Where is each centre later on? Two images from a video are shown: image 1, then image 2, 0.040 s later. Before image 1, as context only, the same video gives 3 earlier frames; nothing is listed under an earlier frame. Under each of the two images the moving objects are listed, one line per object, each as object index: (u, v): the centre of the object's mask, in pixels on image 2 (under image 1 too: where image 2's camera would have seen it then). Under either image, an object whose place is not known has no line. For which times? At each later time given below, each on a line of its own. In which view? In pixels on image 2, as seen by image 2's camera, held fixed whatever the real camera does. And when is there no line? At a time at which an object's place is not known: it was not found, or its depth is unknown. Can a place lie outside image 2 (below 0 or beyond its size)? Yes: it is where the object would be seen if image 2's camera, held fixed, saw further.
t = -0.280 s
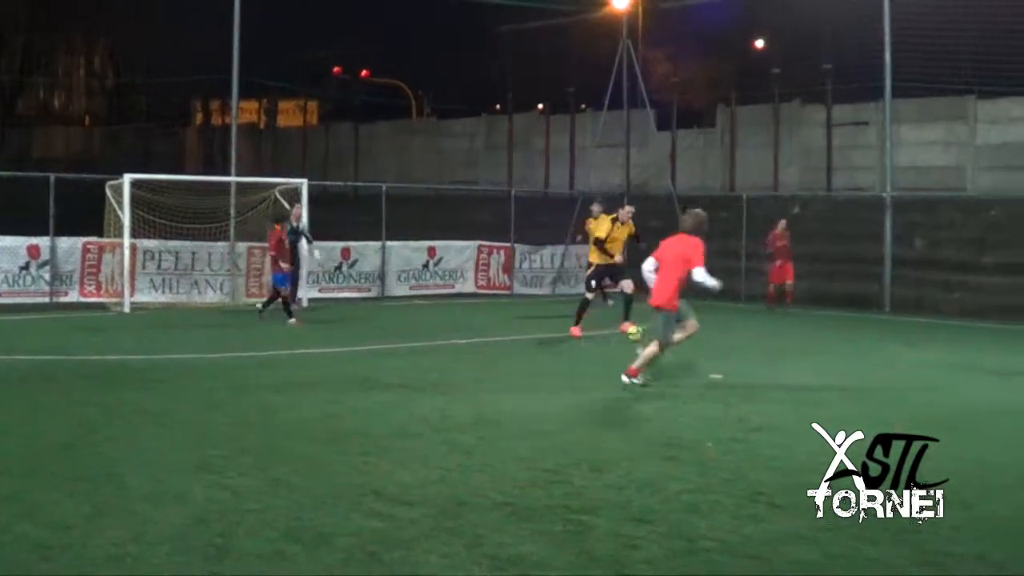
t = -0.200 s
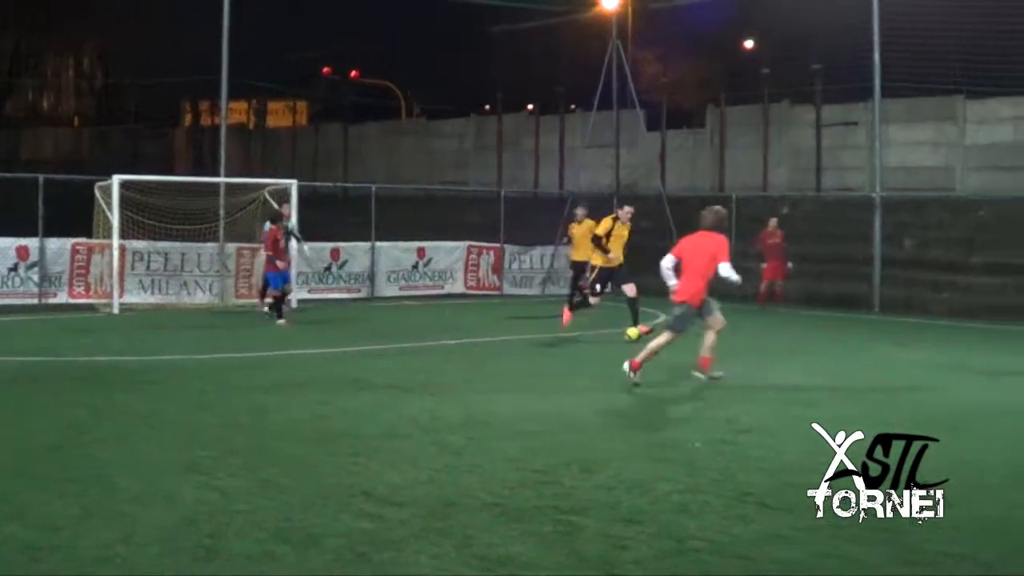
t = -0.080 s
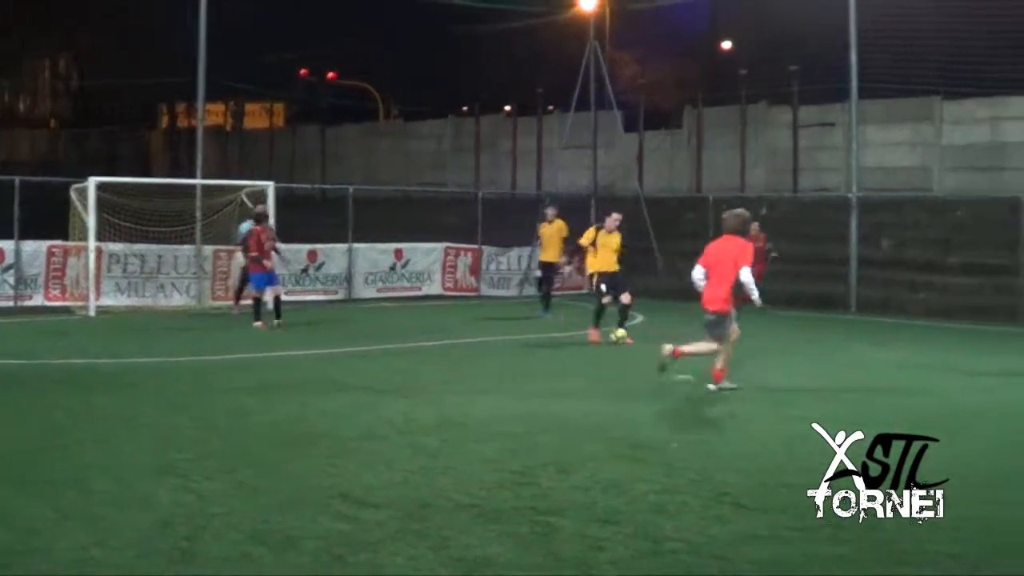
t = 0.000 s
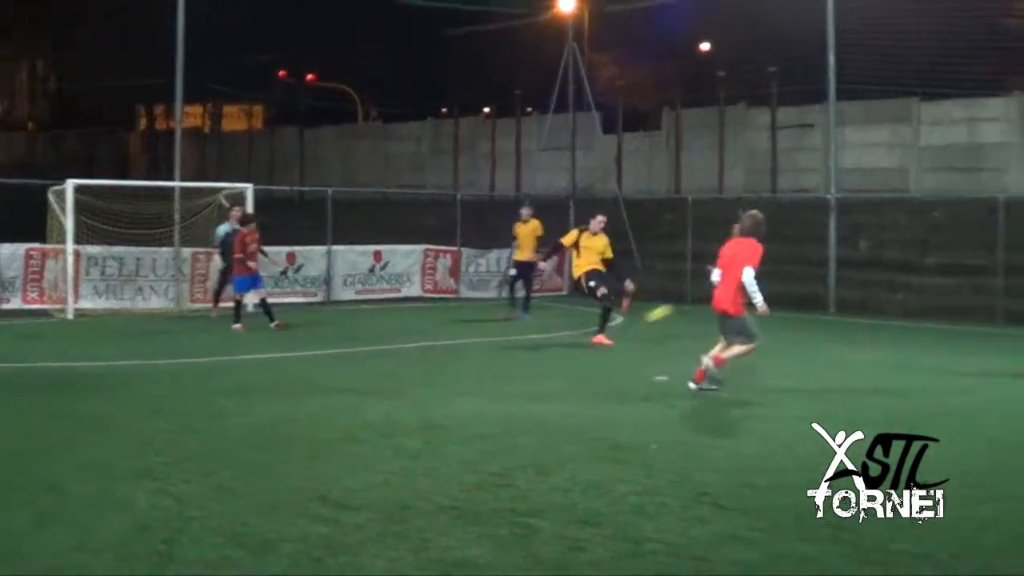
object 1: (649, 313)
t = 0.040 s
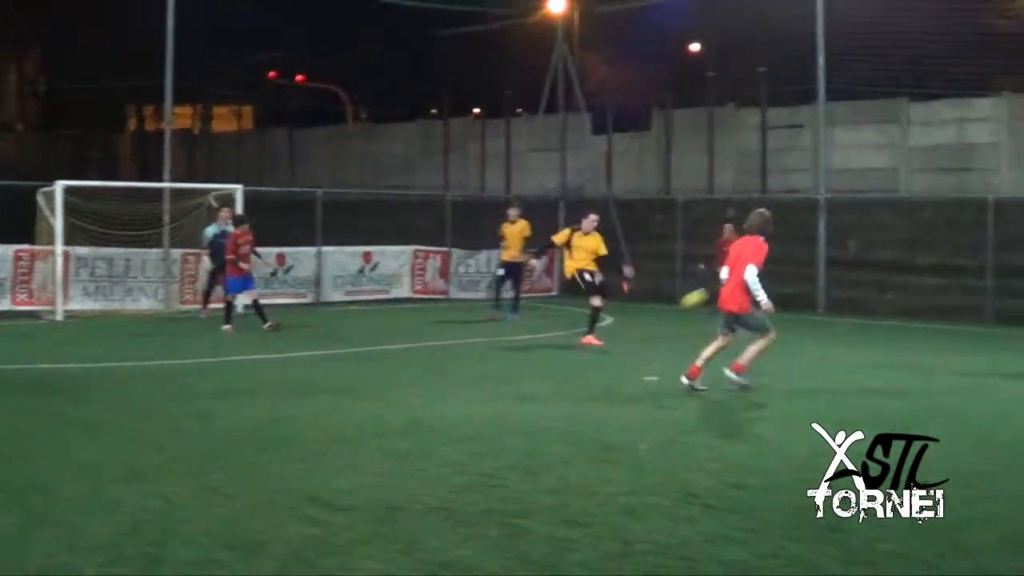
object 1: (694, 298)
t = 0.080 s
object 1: (734, 284)
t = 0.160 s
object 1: (838, 254)
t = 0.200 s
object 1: (890, 242)
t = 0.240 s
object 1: (943, 232)
